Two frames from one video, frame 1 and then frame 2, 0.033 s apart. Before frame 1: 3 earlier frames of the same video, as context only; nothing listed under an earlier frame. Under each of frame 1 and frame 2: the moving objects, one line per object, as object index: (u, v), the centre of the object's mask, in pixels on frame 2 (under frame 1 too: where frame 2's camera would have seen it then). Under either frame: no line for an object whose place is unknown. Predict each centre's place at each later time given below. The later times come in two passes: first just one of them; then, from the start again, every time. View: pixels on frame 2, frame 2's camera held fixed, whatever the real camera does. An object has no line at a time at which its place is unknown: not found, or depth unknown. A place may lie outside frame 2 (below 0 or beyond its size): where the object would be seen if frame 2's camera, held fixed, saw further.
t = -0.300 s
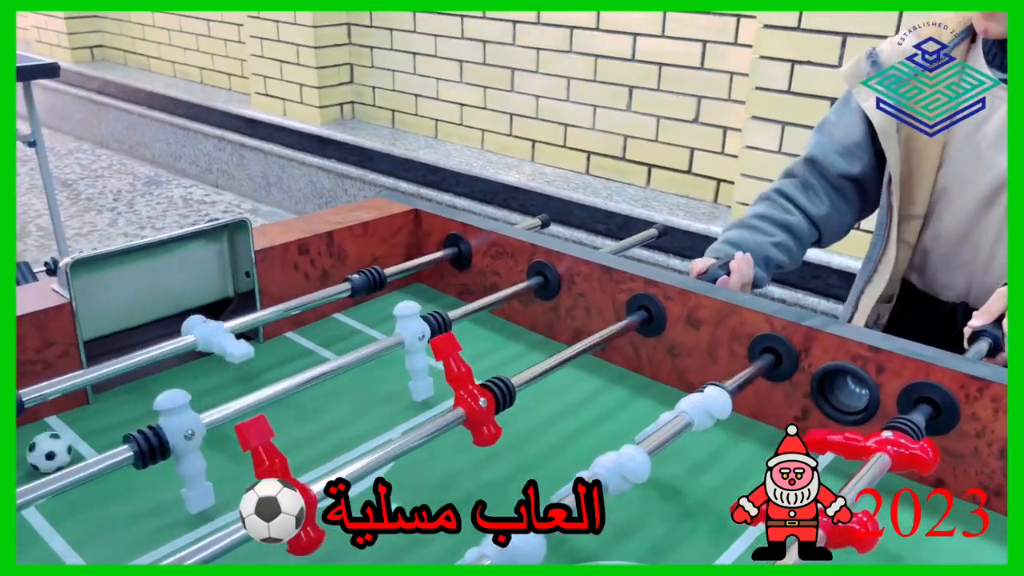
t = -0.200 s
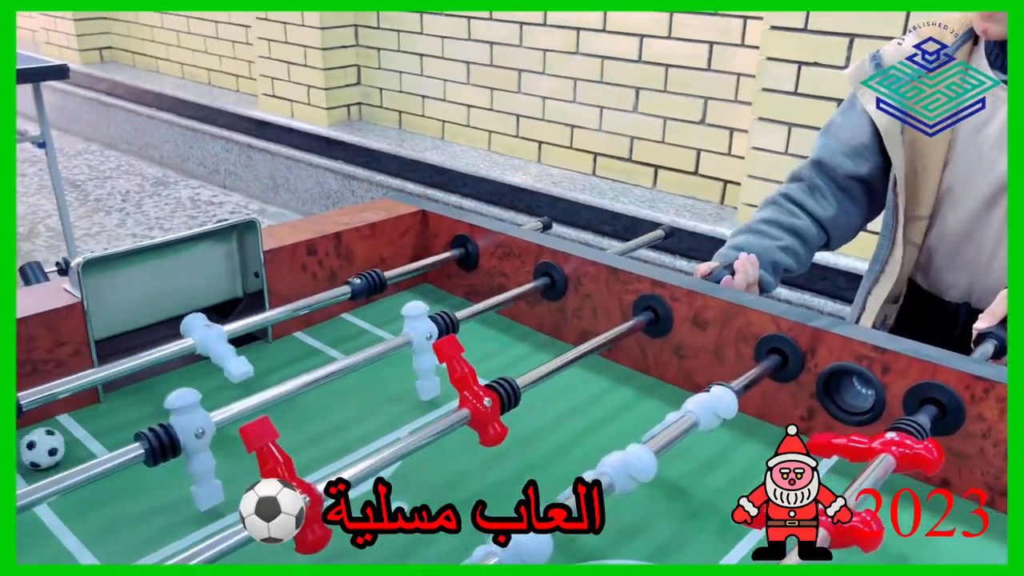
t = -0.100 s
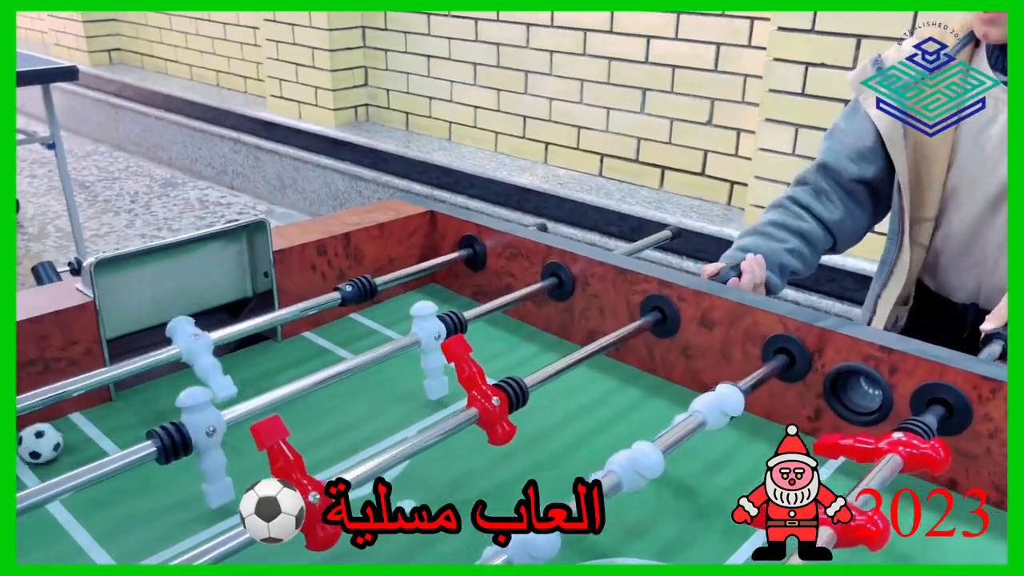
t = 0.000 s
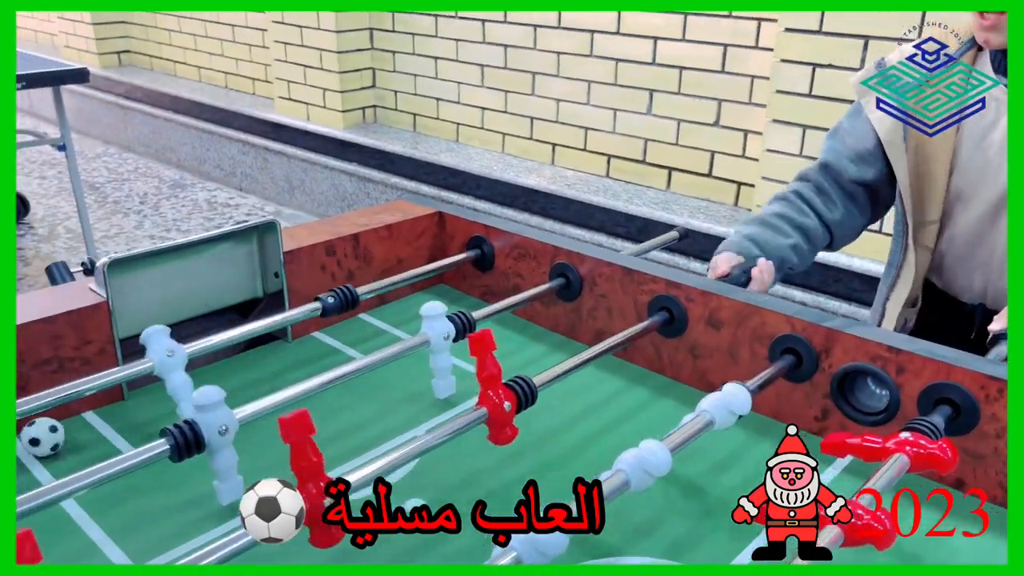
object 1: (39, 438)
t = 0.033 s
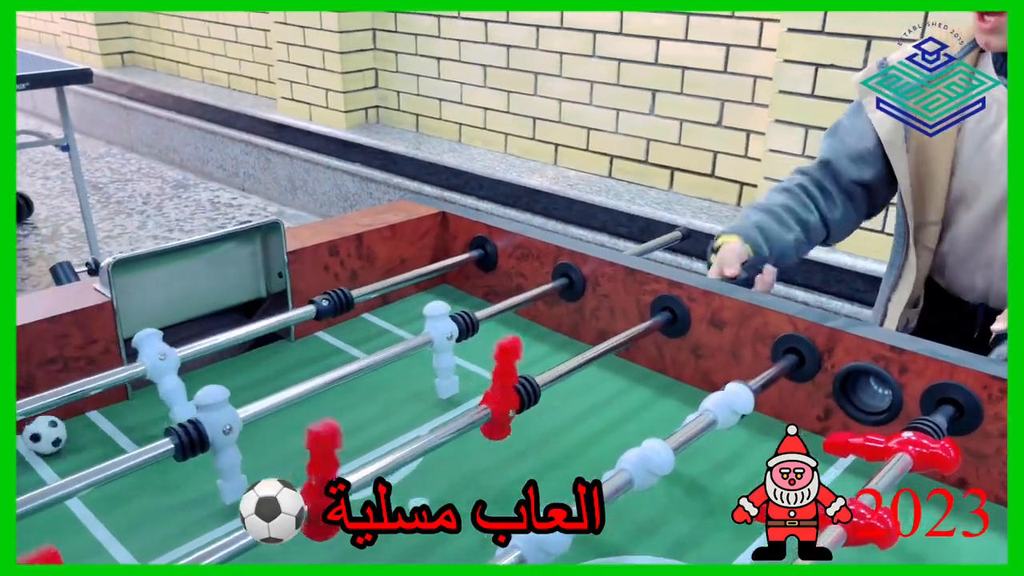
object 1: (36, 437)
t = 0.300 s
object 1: (37, 425)
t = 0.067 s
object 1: (36, 434)
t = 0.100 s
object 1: (35, 432)
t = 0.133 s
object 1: (35, 431)
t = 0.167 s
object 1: (33, 431)
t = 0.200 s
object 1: (33, 429)
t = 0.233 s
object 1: (34, 428)
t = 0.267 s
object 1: (35, 425)
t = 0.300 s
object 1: (37, 425)
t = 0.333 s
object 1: (38, 423)
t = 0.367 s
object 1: (41, 423)
